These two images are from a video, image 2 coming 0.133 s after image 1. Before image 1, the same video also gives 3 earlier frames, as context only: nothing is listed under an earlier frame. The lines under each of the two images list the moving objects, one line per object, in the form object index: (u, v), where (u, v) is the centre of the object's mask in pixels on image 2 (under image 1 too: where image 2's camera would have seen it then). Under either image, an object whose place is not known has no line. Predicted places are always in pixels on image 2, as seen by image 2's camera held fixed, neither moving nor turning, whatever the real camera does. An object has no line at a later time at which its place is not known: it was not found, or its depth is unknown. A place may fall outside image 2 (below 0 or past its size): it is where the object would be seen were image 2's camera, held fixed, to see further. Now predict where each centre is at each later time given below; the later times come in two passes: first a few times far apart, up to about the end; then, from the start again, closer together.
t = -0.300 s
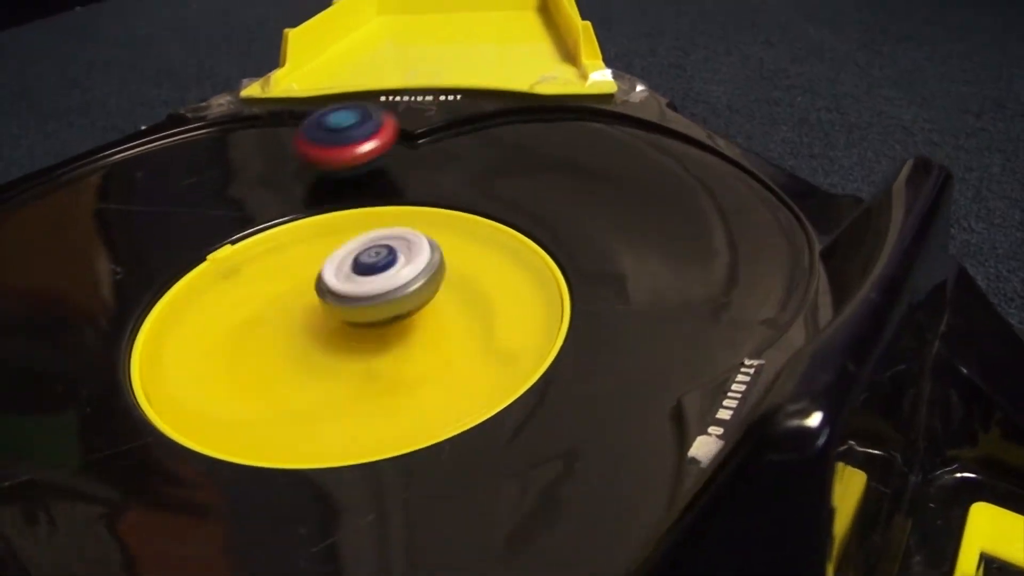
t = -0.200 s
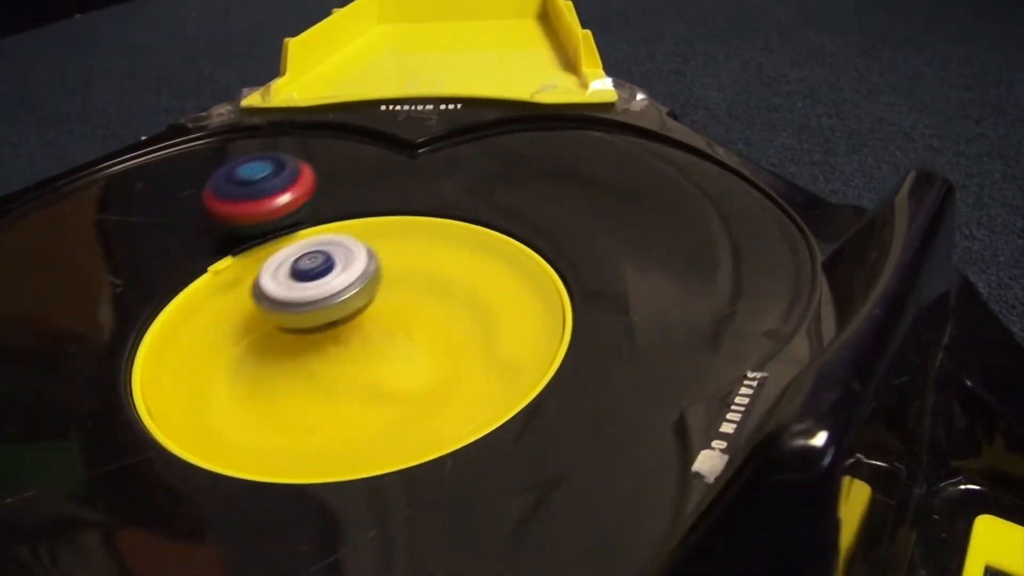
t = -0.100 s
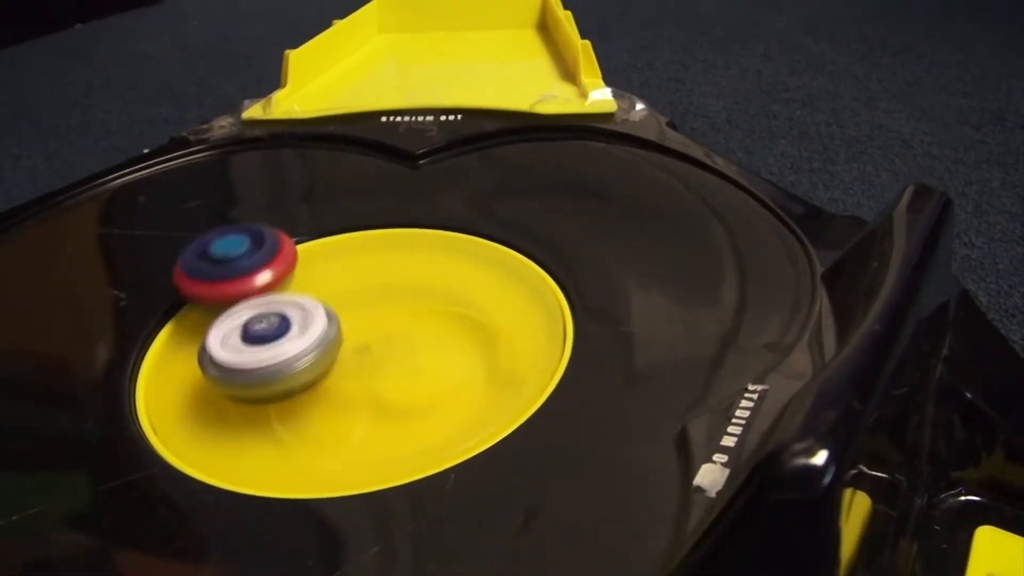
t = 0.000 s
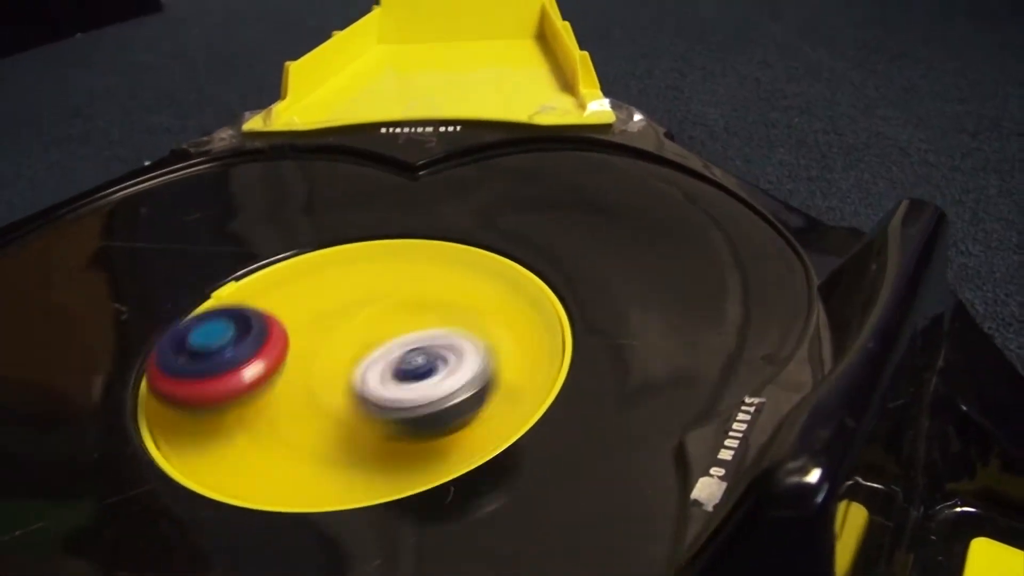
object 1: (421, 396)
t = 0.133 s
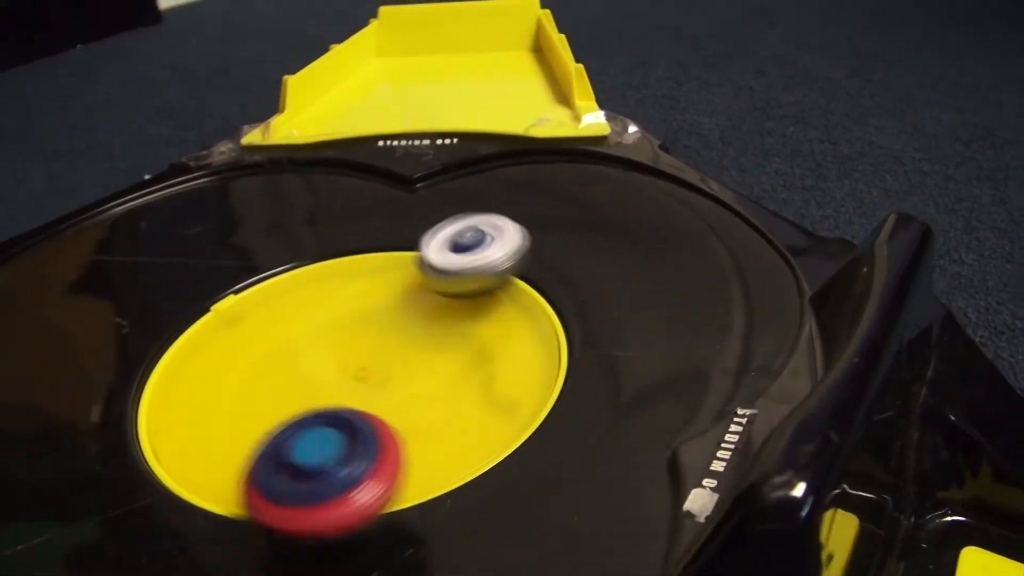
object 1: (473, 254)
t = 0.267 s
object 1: (242, 282)
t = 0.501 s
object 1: (410, 374)
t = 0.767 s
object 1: (323, 321)
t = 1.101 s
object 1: (375, 289)
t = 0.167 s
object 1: (426, 240)
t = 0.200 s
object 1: (371, 238)
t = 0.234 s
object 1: (305, 251)
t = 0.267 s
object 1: (242, 282)
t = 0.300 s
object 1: (203, 328)
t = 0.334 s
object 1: (199, 373)
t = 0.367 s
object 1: (238, 397)
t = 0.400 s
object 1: (291, 404)
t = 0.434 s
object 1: (339, 403)
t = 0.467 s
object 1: (379, 392)
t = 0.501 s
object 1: (410, 374)
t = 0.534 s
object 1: (428, 355)
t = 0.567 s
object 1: (433, 337)
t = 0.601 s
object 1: (427, 322)
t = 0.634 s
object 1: (412, 311)
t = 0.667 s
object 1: (390, 305)
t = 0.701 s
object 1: (365, 304)
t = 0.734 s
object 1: (340, 310)
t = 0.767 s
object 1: (323, 321)
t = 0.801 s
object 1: (318, 334)
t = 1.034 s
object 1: (403, 311)
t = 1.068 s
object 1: (394, 298)
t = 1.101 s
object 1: (375, 289)
